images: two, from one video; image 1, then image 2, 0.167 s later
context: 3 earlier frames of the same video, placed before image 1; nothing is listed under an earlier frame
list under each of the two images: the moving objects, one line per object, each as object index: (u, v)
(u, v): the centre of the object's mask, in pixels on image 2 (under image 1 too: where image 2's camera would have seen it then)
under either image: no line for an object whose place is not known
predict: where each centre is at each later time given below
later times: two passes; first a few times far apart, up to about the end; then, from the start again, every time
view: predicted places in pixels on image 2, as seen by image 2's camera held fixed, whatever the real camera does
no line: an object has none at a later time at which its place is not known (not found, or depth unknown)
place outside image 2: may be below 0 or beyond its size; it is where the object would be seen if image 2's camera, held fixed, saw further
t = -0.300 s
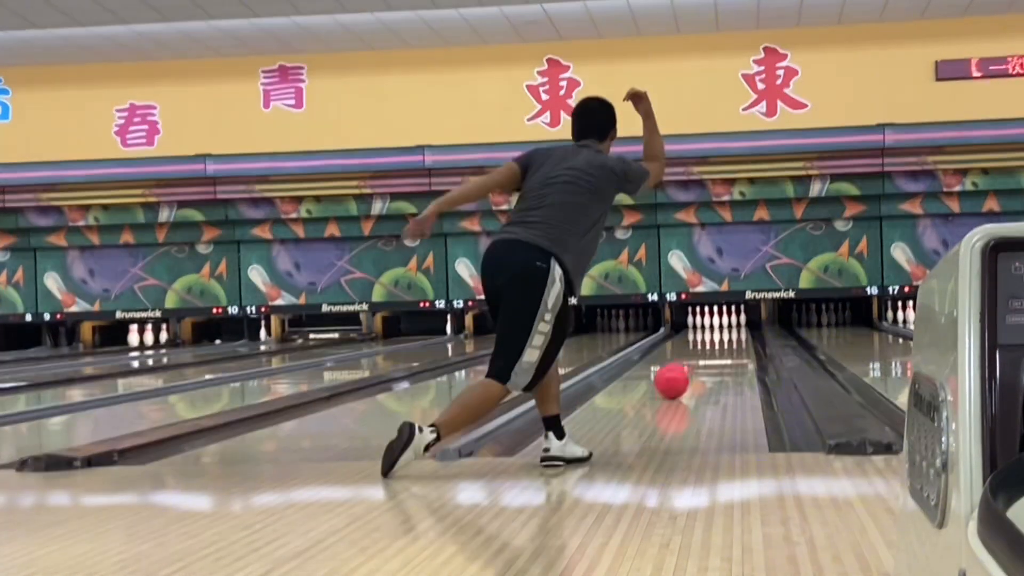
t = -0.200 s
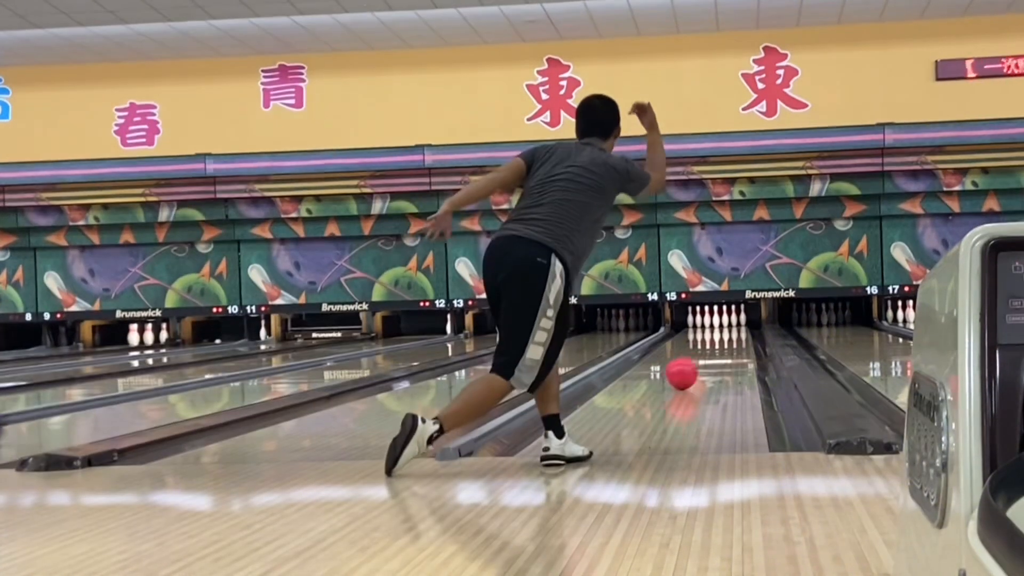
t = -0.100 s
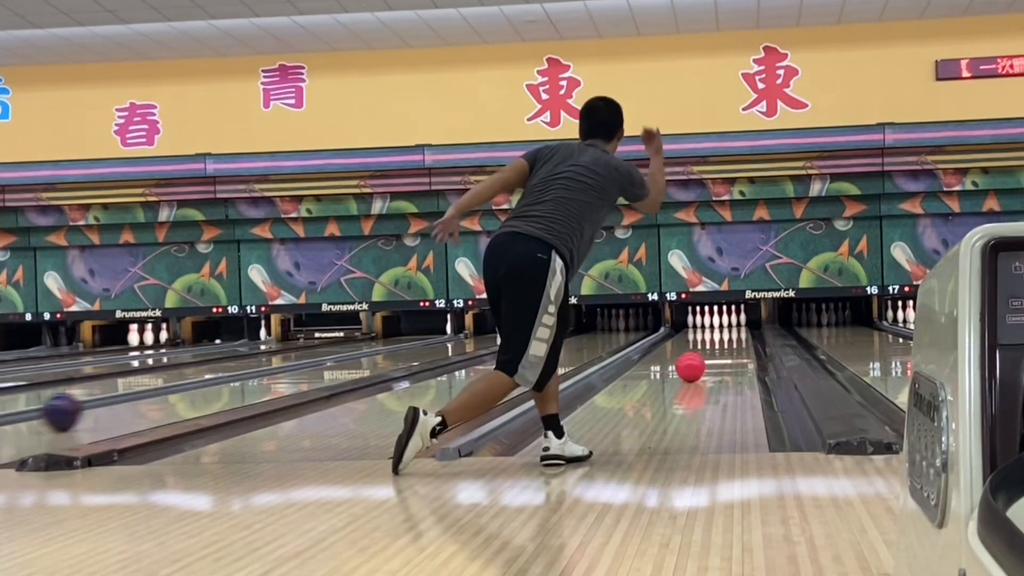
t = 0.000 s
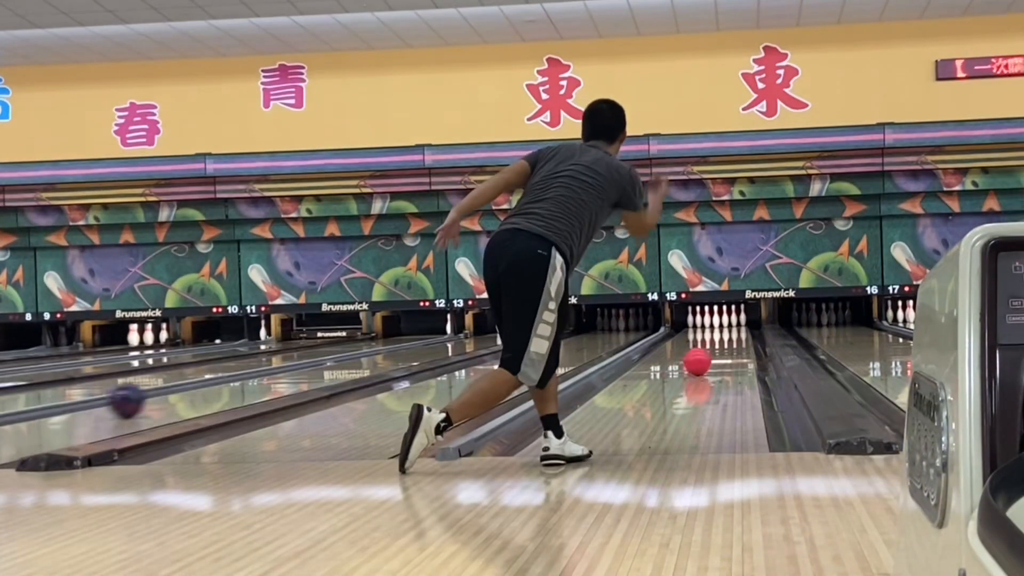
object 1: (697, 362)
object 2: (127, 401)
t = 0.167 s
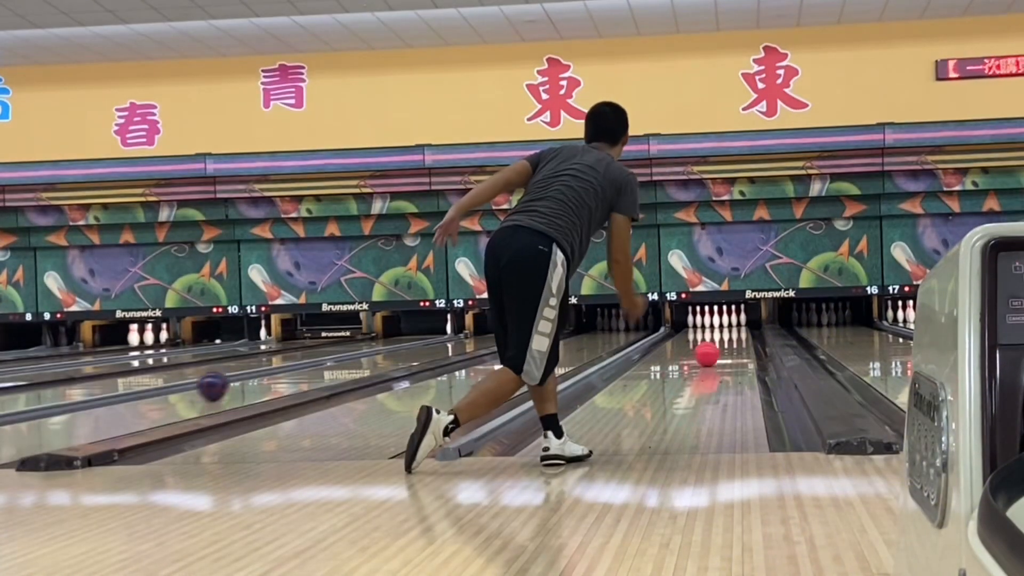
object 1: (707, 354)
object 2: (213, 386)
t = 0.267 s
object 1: (711, 350)
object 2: (254, 380)
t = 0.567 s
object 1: (721, 342)
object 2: (346, 363)
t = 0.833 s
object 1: (726, 335)
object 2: (403, 353)
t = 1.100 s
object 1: (728, 331)
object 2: (444, 345)
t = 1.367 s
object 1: (727, 327)
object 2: (475, 339)
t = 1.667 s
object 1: (723, 324)
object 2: (498, 334)
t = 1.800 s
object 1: (720, 323)
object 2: (506, 333)
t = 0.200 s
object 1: (709, 353)
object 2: (228, 384)
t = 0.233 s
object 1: (710, 352)
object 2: (241, 381)
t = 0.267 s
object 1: (711, 350)
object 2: (254, 380)
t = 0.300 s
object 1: (713, 349)
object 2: (267, 377)
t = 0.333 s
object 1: (714, 348)
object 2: (278, 374)
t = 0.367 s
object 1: (715, 347)
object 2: (289, 373)
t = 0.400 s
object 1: (716, 346)
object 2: (300, 371)
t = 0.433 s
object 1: (718, 345)
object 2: (310, 370)
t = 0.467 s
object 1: (719, 344)
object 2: (320, 368)
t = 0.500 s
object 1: (720, 343)
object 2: (329, 366)
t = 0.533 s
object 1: (720, 343)
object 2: (338, 364)
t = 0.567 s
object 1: (721, 342)
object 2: (346, 363)
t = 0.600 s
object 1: (722, 341)
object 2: (354, 361)
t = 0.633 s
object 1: (723, 340)
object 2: (362, 360)
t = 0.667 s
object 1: (723, 339)
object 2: (369, 359)
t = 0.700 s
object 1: (724, 338)
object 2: (377, 357)
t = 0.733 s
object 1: (725, 338)
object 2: (384, 357)
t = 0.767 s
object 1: (726, 337)
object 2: (390, 355)
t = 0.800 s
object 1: (726, 336)
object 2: (396, 354)
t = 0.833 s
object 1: (726, 335)
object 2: (403, 353)
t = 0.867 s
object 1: (727, 335)
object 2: (409, 352)
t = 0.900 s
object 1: (727, 334)
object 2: (414, 351)
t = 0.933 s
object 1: (727, 333)
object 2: (420, 350)
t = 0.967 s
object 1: (728, 333)
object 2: (425, 349)
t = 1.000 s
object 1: (728, 332)
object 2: (430, 348)
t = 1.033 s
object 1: (728, 331)
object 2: (435, 347)
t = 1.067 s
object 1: (728, 331)
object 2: (440, 346)
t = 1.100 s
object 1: (728, 331)
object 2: (444, 345)
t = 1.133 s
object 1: (729, 330)
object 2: (449, 344)
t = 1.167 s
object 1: (729, 329)
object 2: (453, 343)
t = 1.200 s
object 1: (728, 329)
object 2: (457, 343)
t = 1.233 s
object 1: (728, 329)
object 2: (461, 342)
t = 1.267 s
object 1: (728, 328)
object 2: (464, 341)
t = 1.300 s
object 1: (728, 328)
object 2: (468, 340)
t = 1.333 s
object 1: (728, 327)
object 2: (472, 340)
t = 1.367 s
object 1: (727, 327)
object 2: (475, 339)
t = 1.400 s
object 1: (727, 327)
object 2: (478, 338)
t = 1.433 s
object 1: (727, 326)
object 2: (481, 338)
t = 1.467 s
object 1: (727, 326)
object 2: (484, 337)
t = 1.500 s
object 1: (726, 326)
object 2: (488, 337)
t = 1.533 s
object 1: (725, 326)
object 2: (490, 336)
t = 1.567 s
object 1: (725, 325)
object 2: (492, 336)
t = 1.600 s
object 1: (724, 325)
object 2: (495, 335)
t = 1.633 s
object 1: (724, 325)
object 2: (496, 335)
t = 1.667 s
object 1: (723, 324)
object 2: (498, 334)
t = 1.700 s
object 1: (722, 323)
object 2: (501, 334)
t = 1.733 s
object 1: (721, 323)
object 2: (502, 333)
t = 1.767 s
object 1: (721, 323)
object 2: (504, 333)
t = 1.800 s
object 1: (720, 323)
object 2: (506, 333)
